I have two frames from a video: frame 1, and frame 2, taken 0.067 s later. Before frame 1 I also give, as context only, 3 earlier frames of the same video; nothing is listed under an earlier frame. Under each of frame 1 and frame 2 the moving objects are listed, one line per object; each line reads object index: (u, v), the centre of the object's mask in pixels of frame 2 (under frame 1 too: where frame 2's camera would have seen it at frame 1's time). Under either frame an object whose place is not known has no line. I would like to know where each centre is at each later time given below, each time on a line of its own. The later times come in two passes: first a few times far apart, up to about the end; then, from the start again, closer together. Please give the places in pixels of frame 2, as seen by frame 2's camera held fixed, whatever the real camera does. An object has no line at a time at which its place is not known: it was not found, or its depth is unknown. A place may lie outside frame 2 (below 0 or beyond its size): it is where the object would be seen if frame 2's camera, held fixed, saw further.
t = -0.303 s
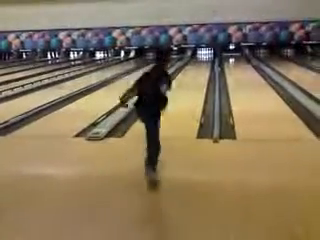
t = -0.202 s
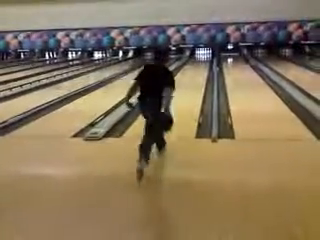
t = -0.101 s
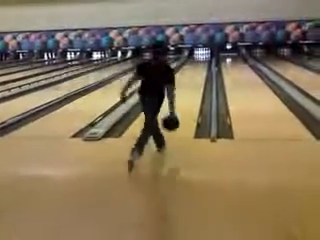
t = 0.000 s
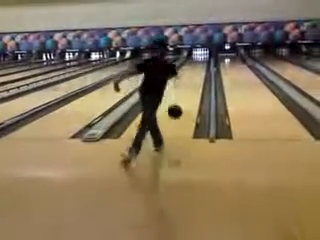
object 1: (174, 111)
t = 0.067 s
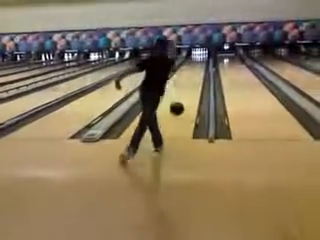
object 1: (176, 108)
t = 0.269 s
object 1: (183, 101)
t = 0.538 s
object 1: (188, 86)
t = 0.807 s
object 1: (191, 76)
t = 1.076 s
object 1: (194, 68)
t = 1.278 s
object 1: (195, 66)
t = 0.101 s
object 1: (178, 108)
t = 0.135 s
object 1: (179, 108)
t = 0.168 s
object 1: (180, 108)
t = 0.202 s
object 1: (181, 106)
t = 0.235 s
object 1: (182, 103)
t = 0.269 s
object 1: (183, 101)
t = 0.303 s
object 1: (184, 99)
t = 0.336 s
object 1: (184, 96)
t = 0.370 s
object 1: (185, 94)
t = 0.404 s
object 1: (186, 92)
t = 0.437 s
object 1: (187, 90)
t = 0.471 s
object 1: (187, 89)
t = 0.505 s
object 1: (188, 87)
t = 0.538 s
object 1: (188, 86)
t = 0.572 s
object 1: (189, 84)
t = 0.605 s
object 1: (189, 83)
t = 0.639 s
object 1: (189, 82)
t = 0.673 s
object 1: (190, 81)
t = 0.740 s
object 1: (191, 78)
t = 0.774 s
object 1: (191, 78)
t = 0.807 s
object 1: (191, 76)
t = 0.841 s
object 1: (192, 75)
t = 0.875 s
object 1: (192, 74)
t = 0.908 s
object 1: (192, 73)
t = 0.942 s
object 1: (193, 72)
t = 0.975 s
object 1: (193, 71)
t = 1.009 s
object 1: (193, 71)
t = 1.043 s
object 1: (194, 69)
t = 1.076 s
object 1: (194, 68)
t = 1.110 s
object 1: (194, 68)
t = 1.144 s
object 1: (194, 67)
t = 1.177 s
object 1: (195, 66)
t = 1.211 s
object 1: (195, 66)
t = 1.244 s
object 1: (195, 66)
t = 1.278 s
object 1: (195, 66)
